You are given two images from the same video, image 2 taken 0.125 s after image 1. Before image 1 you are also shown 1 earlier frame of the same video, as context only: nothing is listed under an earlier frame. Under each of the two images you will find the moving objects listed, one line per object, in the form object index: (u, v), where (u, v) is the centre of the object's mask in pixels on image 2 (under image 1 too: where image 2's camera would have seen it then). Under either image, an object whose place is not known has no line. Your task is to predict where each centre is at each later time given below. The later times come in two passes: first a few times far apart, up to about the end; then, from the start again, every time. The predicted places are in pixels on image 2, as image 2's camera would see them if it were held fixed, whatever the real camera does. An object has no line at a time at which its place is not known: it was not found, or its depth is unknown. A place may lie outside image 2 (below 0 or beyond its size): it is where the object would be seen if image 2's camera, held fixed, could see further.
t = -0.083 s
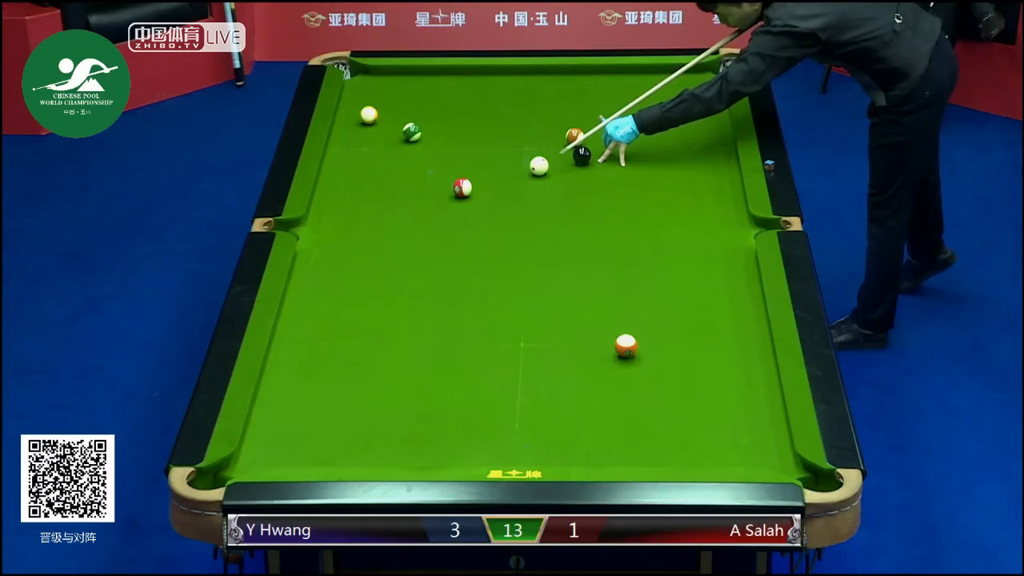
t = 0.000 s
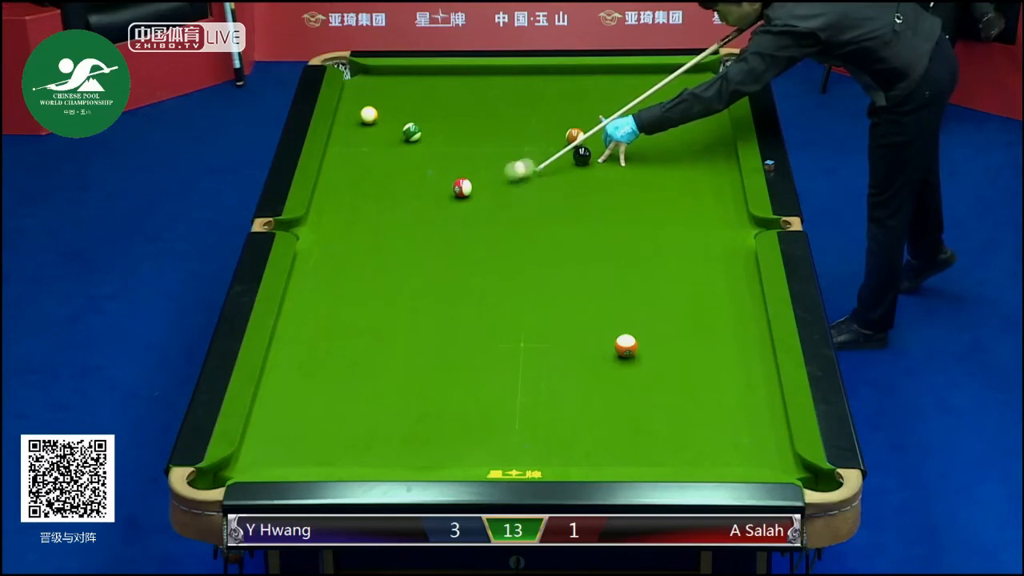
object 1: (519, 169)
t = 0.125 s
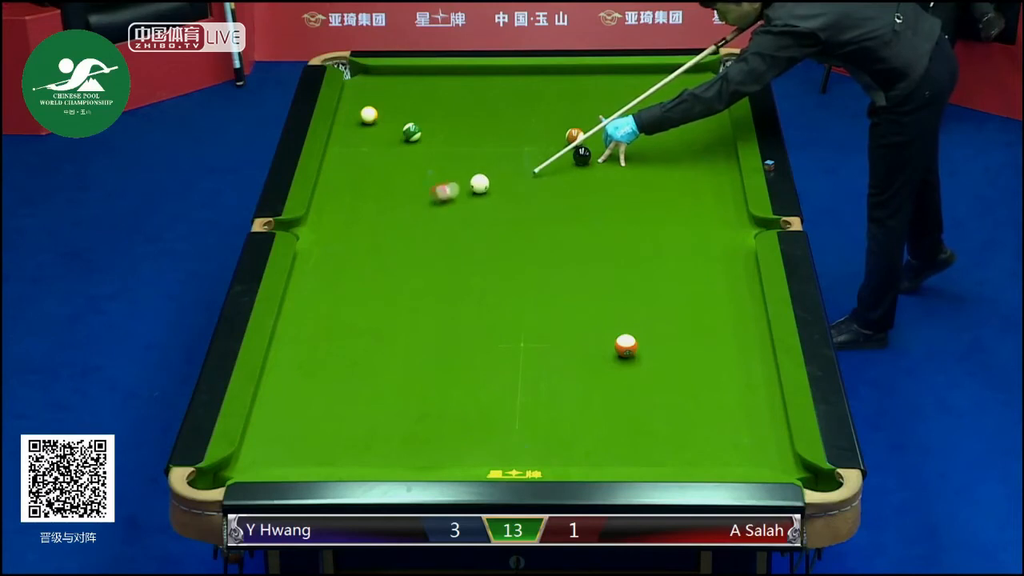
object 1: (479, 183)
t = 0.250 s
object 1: (482, 185)
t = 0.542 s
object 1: (488, 187)
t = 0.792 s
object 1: (492, 189)
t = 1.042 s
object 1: (494, 189)
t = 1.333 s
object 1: (496, 190)
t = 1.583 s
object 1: (496, 190)
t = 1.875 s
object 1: (496, 190)
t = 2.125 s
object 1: (496, 190)
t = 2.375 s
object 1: (496, 190)
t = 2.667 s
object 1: (496, 190)
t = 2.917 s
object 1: (496, 190)
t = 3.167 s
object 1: (496, 190)
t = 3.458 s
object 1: (496, 190)
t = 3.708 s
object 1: (496, 190)
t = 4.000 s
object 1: (496, 190)
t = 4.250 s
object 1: (496, 190)
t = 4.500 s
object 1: (496, 190)
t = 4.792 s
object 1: (496, 190)
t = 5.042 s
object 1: (496, 190)
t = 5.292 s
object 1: (496, 190)
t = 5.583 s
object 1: (496, 190)
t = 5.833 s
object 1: (496, 190)
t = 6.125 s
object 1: (496, 190)
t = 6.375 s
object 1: (496, 190)
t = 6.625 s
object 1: (496, 190)
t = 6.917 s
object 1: (496, 190)
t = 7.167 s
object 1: (496, 190)
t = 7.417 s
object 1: (496, 190)
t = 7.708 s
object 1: (496, 190)
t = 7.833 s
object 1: (496, 190)
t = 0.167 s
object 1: (480, 184)
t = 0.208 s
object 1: (481, 184)
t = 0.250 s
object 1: (482, 185)
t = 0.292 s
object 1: (483, 185)
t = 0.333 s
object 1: (484, 185)
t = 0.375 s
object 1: (485, 186)
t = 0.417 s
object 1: (485, 186)
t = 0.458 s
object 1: (486, 186)
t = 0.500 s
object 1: (487, 187)
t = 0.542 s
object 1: (488, 187)
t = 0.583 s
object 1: (488, 187)
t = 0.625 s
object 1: (489, 188)
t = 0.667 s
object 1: (490, 188)
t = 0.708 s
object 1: (490, 188)
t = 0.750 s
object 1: (491, 188)
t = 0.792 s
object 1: (492, 189)
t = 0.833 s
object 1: (492, 189)
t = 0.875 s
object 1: (493, 189)
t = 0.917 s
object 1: (493, 189)
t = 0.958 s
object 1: (494, 189)
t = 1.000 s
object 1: (494, 189)
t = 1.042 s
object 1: (494, 189)
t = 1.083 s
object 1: (494, 190)
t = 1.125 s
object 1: (495, 190)
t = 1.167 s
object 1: (495, 190)
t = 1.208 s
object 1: (495, 190)
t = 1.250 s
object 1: (495, 190)
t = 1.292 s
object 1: (496, 190)
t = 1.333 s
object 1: (496, 190)
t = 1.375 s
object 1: (496, 190)
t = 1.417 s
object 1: (496, 190)
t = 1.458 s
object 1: (496, 190)
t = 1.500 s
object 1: (496, 190)
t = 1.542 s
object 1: (496, 190)
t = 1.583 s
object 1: (496, 190)
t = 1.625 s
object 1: (496, 190)
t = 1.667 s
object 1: (496, 190)
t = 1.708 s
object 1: (496, 190)
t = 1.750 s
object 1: (496, 190)
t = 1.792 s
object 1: (496, 190)
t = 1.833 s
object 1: (496, 190)
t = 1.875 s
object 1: (496, 190)
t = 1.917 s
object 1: (496, 190)
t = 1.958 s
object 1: (496, 190)
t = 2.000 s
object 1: (496, 190)
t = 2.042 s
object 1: (496, 190)
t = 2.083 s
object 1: (496, 190)
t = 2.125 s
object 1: (496, 190)
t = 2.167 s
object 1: (496, 190)
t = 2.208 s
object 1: (496, 190)
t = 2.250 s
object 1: (496, 190)
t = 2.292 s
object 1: (496, 190)
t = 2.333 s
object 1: (496, 190)
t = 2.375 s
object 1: (496, 190)
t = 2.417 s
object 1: (496, 190)
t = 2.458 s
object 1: (496, 190)
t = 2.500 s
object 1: (496, 190)
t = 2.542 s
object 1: (496, 190)
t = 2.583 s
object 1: (496, 190)
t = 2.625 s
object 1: (496, 190)
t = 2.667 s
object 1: (496, 190)
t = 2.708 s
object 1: (496, 190)
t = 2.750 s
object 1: (496, 190)
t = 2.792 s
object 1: (496, 190)
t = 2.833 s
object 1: (496, 190)
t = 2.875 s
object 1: (496, 190)
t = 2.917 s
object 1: (496, 190)
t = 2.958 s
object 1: (496, 190)
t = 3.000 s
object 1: (496, 190)
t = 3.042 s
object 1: (496, 190)
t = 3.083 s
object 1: (496, 190)
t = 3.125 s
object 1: (496, 190)
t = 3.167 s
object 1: (496, 190)
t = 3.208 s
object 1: (496, 190)
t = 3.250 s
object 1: (496, 190)
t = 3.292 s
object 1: (496, 190)
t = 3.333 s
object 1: (496, 190)
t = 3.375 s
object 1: (496, 190)
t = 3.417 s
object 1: (496, 190)
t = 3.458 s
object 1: (496, 190)
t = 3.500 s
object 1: (496, 190)
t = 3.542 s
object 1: (496, 190)
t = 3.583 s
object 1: (496, 190)
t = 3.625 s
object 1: (496, 190)
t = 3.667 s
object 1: (496, 190)
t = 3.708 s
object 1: (496, 190)
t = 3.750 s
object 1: (496, 190)
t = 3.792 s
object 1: (496, 190)
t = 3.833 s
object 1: (496, 190)
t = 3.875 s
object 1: (496, 190)
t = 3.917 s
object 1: (496, 190)
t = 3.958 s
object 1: (496, 190)
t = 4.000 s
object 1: (496, 190)
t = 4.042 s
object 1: (496, 190)
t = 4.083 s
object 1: (496, 190)
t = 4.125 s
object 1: (496, 190)
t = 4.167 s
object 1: (496, 190)
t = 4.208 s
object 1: (496, 190)
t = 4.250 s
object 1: (496, 190)
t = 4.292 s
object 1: (496, 190)
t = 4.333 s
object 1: (496, 190)
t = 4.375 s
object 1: (496, 190)
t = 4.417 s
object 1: (496, 190)
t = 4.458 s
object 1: (496, 190)
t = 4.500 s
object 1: (496, 190)
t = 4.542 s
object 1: (496, 190)
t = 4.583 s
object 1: (496, 190)
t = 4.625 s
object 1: (496, 190)
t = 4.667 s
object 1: (496, 190)
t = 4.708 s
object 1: (496, 190)
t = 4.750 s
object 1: (496, 190)
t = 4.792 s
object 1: (496, 190)
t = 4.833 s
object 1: (496, 190)
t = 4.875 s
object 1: (496, 190)
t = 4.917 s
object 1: (496, 190)
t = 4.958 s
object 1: (496, 190)
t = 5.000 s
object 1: (496, 190)
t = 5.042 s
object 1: (496, 190)
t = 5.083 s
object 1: (496, 190)
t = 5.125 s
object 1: (496, 190)
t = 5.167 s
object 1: (496, 190)
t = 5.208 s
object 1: (496, 190)
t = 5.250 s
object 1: (496, 190)
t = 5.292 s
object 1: (496, 190)
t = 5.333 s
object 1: (496, 190)
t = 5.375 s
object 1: (496, 190)
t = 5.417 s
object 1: (496, 190)
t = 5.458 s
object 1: (496, 190)
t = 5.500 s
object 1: (496, 190)
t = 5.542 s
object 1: (496, 190)
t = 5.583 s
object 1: (496, 190)
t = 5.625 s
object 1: (496, 190)
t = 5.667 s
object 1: (496, 190)
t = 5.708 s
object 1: (496, 190)
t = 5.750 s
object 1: (496, 190)
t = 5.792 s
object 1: (496, 190)
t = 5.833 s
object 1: (496, 190)
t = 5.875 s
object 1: (496, 190)
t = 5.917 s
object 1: (496, 190)
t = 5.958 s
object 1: (496, 190)
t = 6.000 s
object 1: (496, 190)
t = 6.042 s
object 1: (496, 190)
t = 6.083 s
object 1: (496, 190)
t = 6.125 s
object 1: (496, 190)
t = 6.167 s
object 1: (496, 190)
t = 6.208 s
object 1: (496, 190)
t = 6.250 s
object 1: (496, 190)
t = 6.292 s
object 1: (496, 190)
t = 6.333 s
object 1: (496, 190)
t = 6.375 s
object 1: (496, 190)
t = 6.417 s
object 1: (496, 190)
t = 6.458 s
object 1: (496, 190)
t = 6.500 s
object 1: (496, 190)
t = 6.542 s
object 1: (496, 190)
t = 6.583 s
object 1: (496, 190)
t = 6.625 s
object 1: (496, 190)
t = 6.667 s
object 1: (496, 190)
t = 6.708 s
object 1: (496, 190)
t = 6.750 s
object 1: (496, 190)
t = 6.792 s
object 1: (496, 190)
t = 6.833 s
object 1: (496, 190)
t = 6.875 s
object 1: (496, 190)
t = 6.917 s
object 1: (496, 190)
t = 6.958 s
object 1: (496, 190)
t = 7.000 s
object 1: (496, 190)
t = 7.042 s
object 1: (496, 190)
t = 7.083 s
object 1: (496, 190)
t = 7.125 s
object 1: (496, 190)
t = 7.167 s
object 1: (496, 190)
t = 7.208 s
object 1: (496, 190)
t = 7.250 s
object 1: (496, 190)
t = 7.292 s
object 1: (496, 190)
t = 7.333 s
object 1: (496, 190)
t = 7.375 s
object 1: (496, 190)
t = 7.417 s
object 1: (496, 190)
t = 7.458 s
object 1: (496, 190)
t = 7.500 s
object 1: (496, 190)
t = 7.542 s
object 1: (496, 190)
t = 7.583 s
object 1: (496, 190)
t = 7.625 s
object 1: (496, 190)
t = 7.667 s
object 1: (496, 190)
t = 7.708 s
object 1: (496, 190)
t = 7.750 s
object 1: (496, 190)
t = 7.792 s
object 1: (496, 190)
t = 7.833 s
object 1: (496, 190)
